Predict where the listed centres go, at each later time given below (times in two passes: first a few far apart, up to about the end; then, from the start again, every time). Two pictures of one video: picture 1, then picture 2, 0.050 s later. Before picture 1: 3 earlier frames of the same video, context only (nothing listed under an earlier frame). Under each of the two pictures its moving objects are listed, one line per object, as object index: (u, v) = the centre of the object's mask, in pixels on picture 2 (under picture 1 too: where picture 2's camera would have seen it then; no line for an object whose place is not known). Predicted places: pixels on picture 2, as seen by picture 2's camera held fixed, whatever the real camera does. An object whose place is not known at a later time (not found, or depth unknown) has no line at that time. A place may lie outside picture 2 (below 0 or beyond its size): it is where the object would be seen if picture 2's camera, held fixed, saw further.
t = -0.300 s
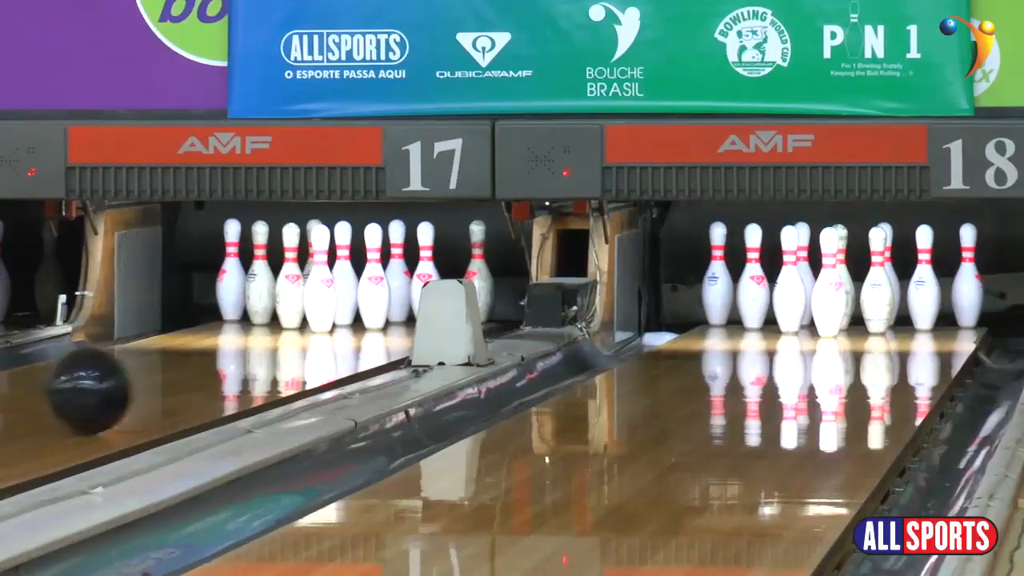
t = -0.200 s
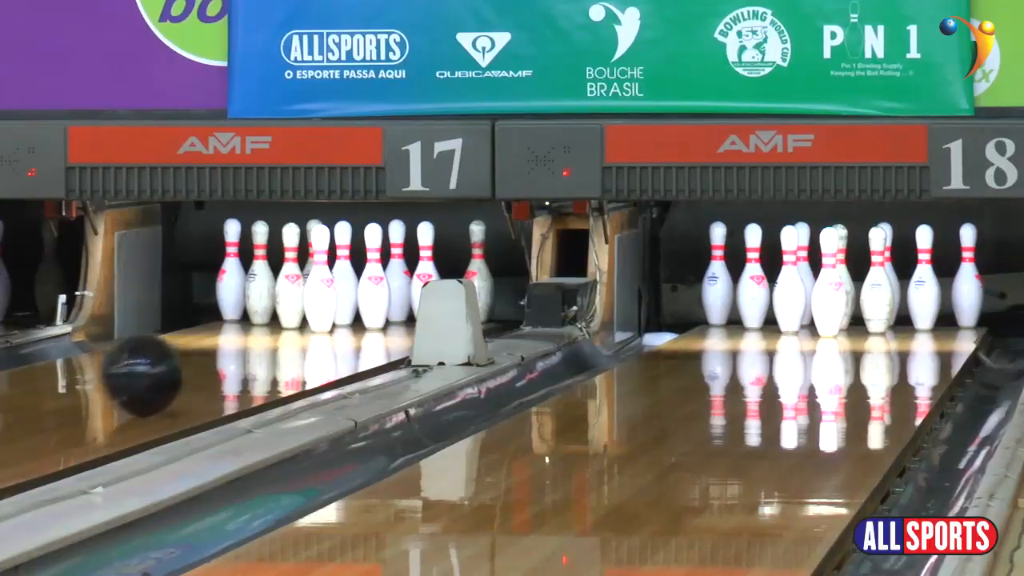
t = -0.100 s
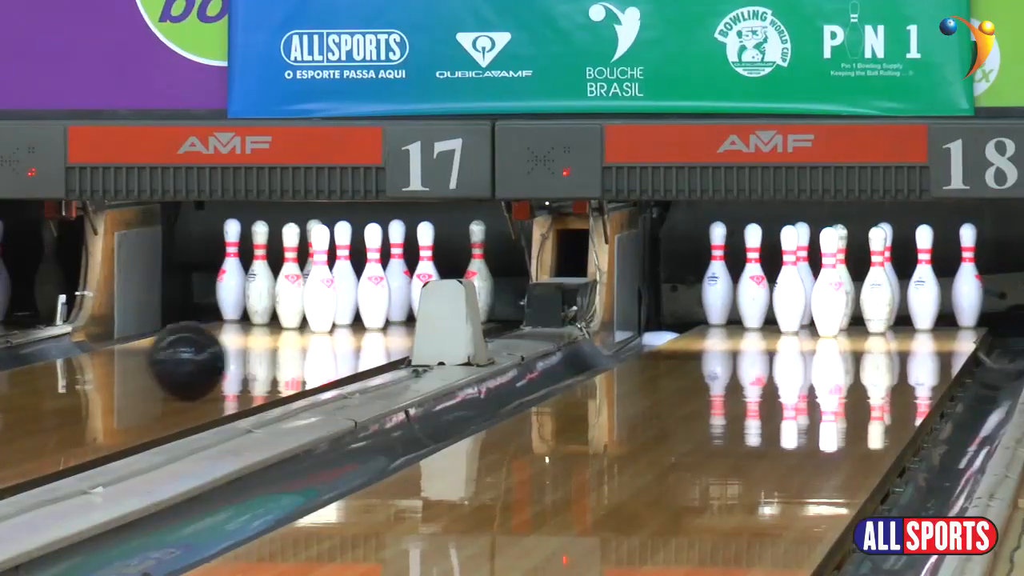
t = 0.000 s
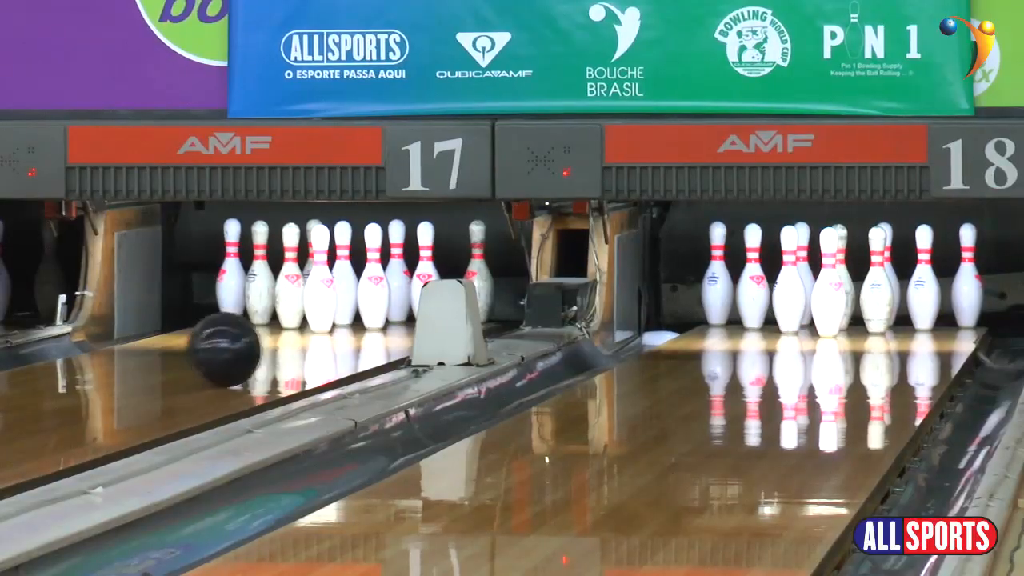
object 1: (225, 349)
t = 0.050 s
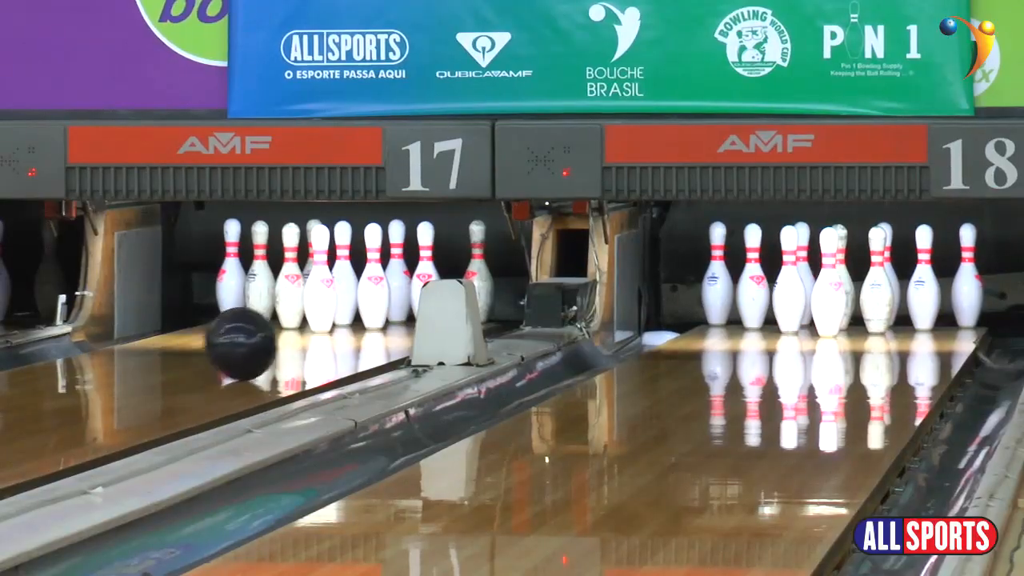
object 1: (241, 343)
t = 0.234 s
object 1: (286, 326)
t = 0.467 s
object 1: (321, 308)
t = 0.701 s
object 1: (331, 295)
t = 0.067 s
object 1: (246, 341)
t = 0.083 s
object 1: (251, 340)
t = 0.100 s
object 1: (255, 338)
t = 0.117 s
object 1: (260, 337)
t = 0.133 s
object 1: (264, 335)
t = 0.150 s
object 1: (268, 333)
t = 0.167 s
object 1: (272, 332)
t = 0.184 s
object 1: (276, 330)
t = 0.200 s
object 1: (279, 329)
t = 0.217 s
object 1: (283, 328)
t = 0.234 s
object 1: (286, 326)
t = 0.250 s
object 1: (289, 325)
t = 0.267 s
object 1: (293, 323)
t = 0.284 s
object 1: (295, 322)
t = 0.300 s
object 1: (298, 321)
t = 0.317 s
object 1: (301, 319)
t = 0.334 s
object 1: (304, 318)
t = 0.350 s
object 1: (306, 317)
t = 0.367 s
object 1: (308, 316)
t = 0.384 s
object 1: (310, 314)
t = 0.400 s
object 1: (312, 313)
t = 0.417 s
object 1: (315, 312)
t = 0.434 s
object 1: (317, 310)
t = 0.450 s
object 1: (319, 309)
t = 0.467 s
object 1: (321, 308)
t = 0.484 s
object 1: (323, 306)
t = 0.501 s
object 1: (325, 305)
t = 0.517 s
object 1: (328, 304)
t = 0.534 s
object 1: (330, 304)
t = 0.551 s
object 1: (333, 302)
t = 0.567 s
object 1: (336, 302)
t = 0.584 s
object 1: (338, 301)
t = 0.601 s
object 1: (337, 300)
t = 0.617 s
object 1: (337, 299)
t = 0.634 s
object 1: (336, 298)
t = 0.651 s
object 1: (335, 297)
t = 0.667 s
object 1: (334, 297)
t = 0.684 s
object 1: (332, 296)
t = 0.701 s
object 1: (331, 295)
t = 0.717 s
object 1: (329, 295)
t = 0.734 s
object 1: (327, 294)
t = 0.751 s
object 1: (326, 293)
